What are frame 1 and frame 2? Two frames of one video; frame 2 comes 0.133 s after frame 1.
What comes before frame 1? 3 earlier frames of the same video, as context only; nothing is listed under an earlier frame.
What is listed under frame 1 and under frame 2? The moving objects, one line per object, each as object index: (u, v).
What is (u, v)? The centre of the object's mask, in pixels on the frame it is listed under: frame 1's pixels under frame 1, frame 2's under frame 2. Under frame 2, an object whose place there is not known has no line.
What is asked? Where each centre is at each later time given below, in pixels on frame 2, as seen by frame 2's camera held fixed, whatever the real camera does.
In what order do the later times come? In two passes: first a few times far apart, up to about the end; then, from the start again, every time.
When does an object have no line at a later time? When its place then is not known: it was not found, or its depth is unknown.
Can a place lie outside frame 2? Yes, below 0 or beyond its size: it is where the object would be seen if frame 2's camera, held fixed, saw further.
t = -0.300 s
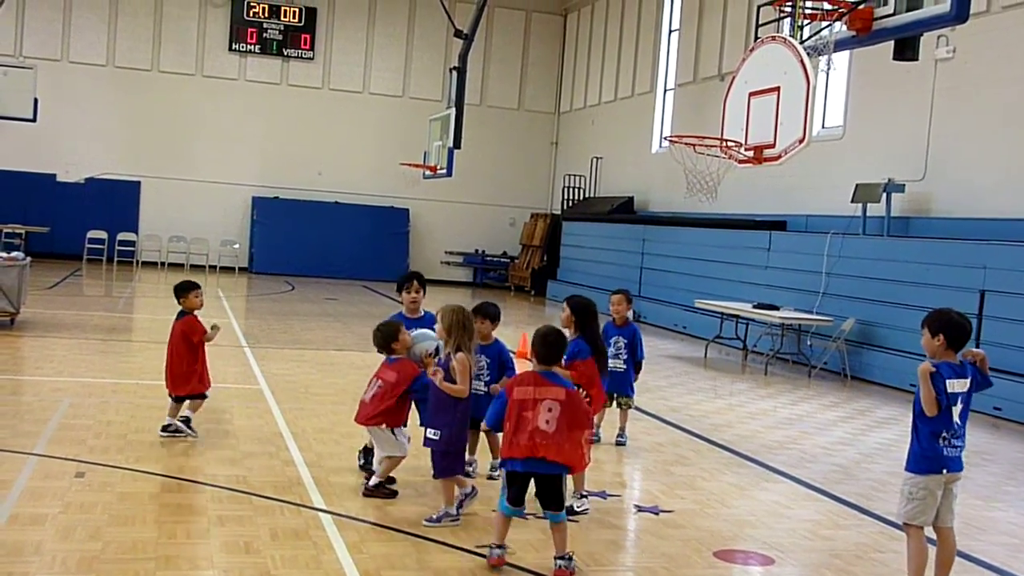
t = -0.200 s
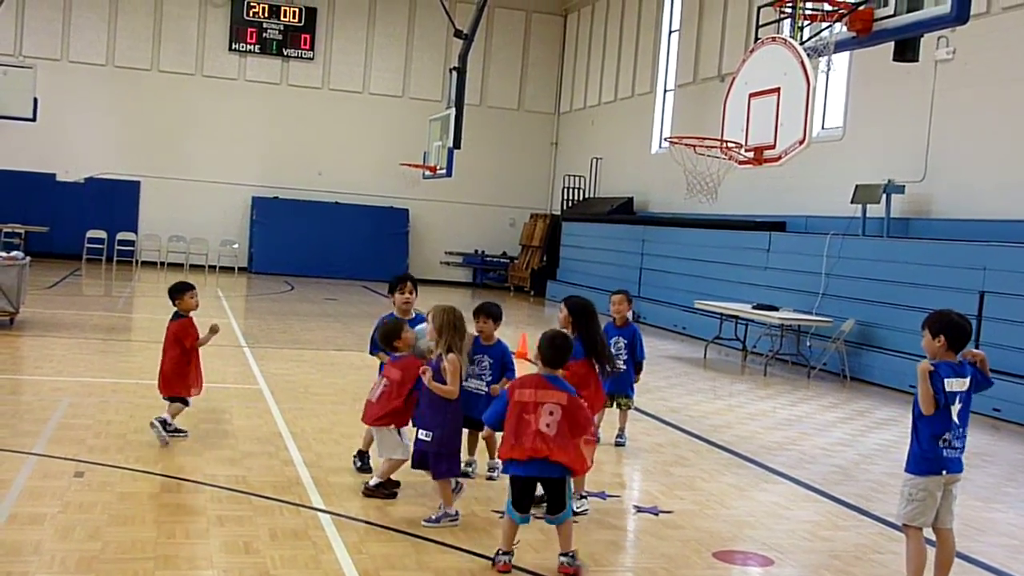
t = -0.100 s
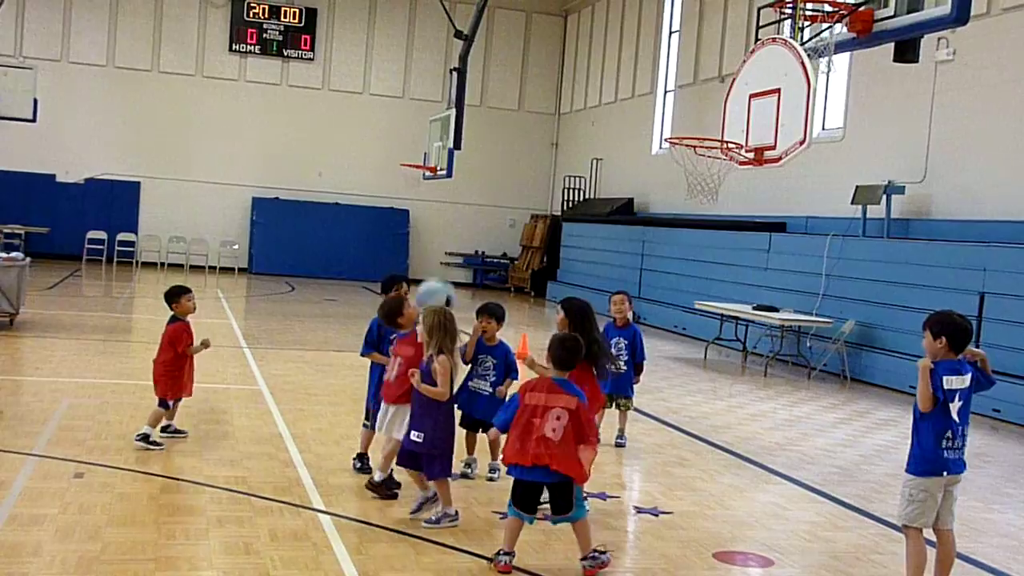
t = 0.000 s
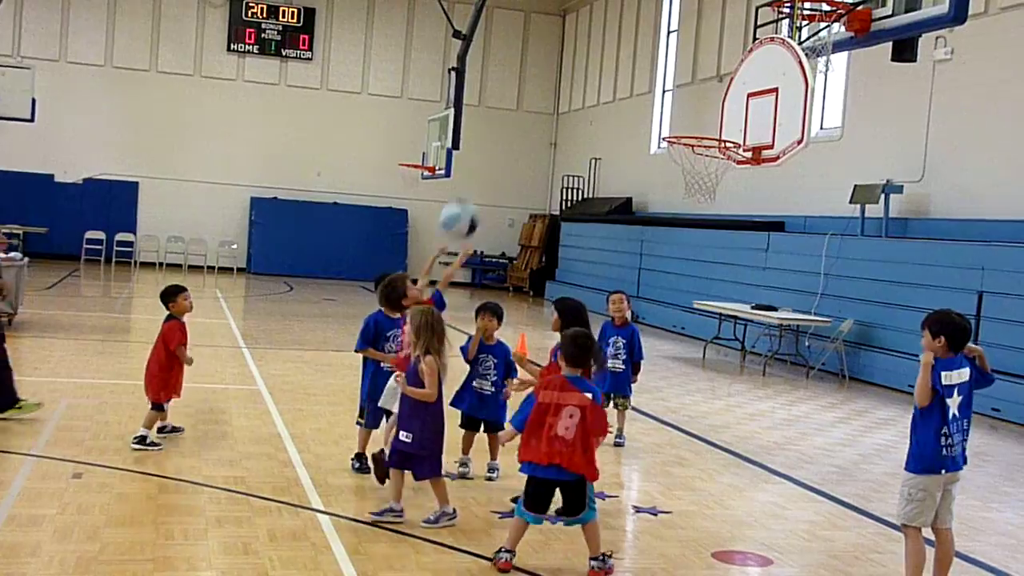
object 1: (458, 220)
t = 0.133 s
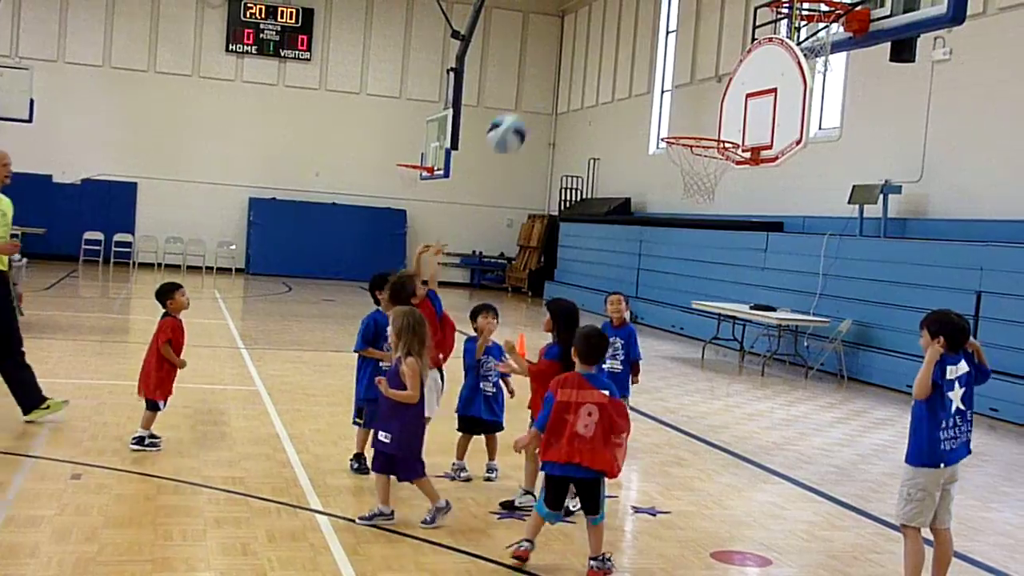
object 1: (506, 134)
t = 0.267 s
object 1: (551, 81)
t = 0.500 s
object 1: (620, 65)
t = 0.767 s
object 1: (674, 113)
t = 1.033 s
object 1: (695, 155)
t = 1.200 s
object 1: (702, 231)
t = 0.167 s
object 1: (518, 117)
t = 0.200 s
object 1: (530, 102)
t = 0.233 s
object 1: (540, 91)
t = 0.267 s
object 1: (551, 81)
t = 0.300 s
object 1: (561, 73)
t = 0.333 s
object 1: (572, 68)
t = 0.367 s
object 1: (582, 63)
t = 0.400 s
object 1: (591, 61)
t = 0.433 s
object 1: (601, 60)
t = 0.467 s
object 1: (611, 62)
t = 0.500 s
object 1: (620, 65)
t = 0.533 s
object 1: (628, 69)
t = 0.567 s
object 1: (637, 76)
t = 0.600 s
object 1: (644, 85)
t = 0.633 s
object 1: (653, 96)
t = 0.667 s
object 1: (661, 108)
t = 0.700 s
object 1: (667, 120)
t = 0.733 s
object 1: (671, 117)
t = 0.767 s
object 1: (674, 113)
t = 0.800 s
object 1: (677, 112)
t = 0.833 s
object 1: (680, 112)
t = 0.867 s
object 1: (683, 114)
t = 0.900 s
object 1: (686, 117)
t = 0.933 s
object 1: (689, 121)
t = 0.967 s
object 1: (690, 131)
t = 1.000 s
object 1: (692, 143)
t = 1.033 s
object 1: (695, 155)
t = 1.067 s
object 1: (697, 166)
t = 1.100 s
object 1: (699, 181)
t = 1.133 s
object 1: (700, 195)
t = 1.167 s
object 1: (702, 212)
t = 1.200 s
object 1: (702, 231)
